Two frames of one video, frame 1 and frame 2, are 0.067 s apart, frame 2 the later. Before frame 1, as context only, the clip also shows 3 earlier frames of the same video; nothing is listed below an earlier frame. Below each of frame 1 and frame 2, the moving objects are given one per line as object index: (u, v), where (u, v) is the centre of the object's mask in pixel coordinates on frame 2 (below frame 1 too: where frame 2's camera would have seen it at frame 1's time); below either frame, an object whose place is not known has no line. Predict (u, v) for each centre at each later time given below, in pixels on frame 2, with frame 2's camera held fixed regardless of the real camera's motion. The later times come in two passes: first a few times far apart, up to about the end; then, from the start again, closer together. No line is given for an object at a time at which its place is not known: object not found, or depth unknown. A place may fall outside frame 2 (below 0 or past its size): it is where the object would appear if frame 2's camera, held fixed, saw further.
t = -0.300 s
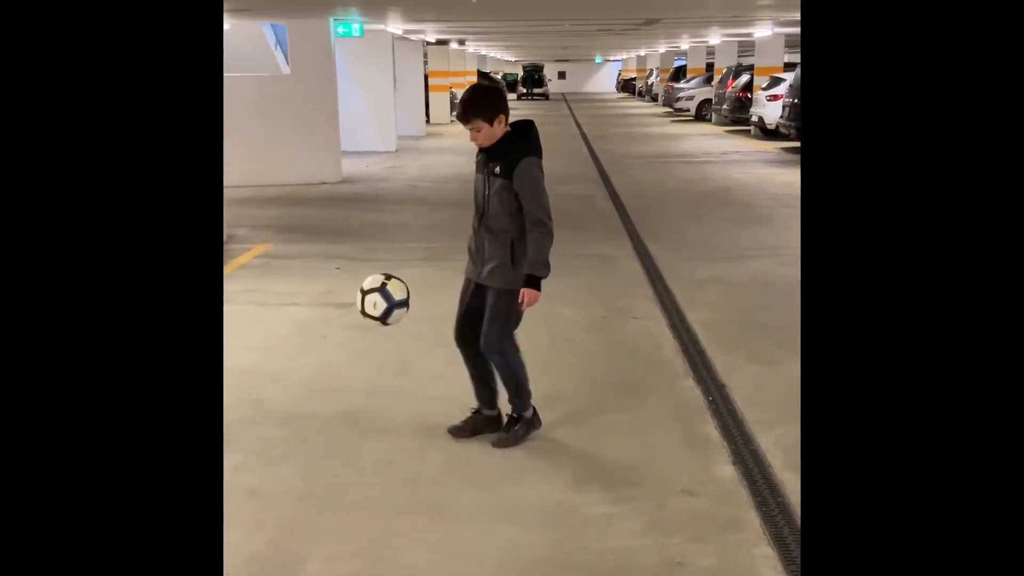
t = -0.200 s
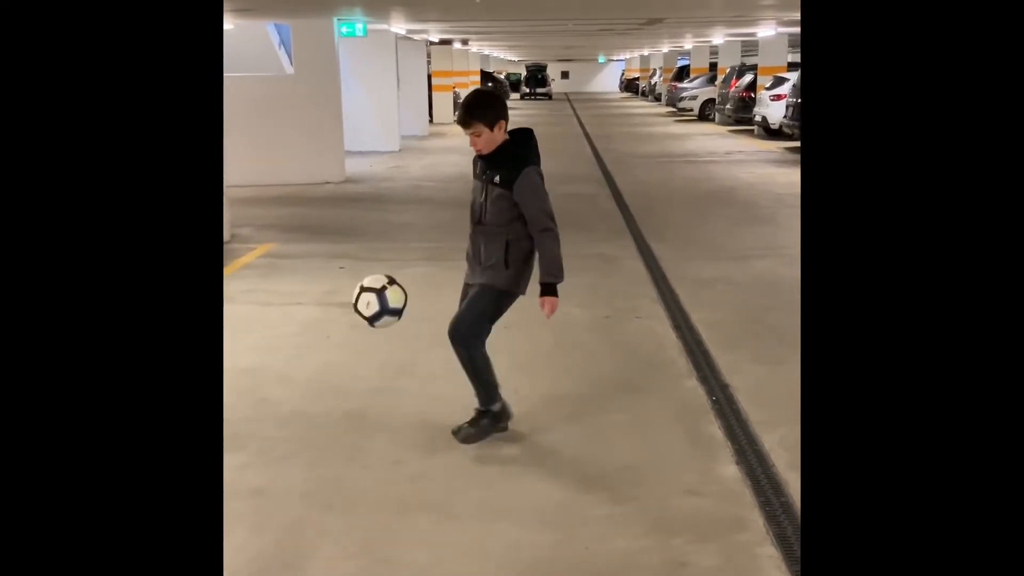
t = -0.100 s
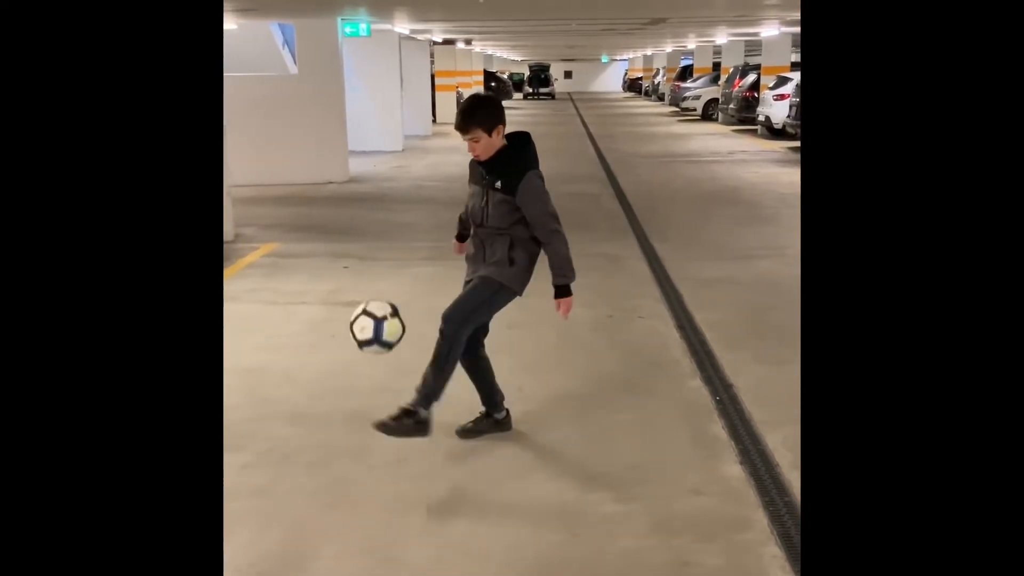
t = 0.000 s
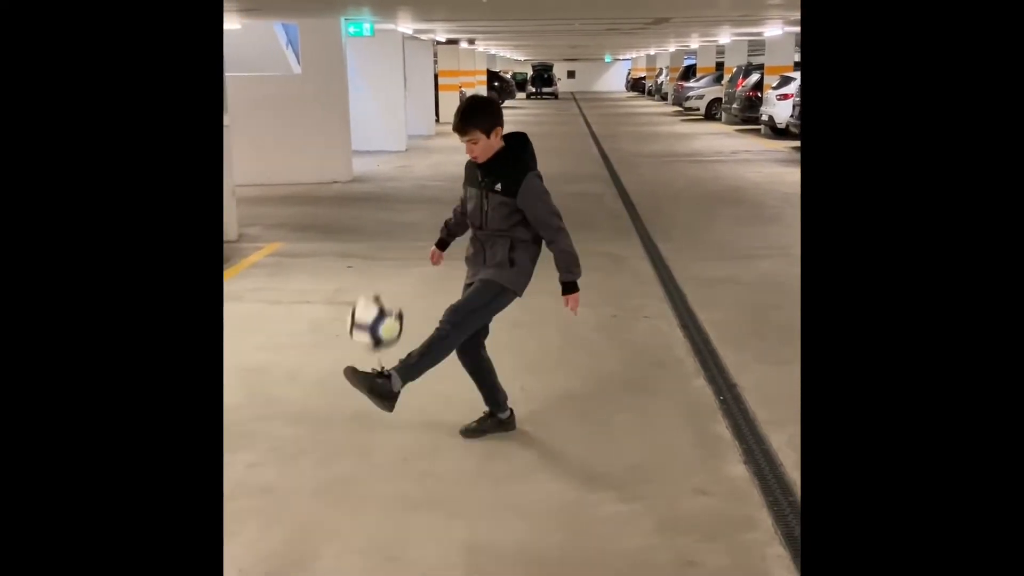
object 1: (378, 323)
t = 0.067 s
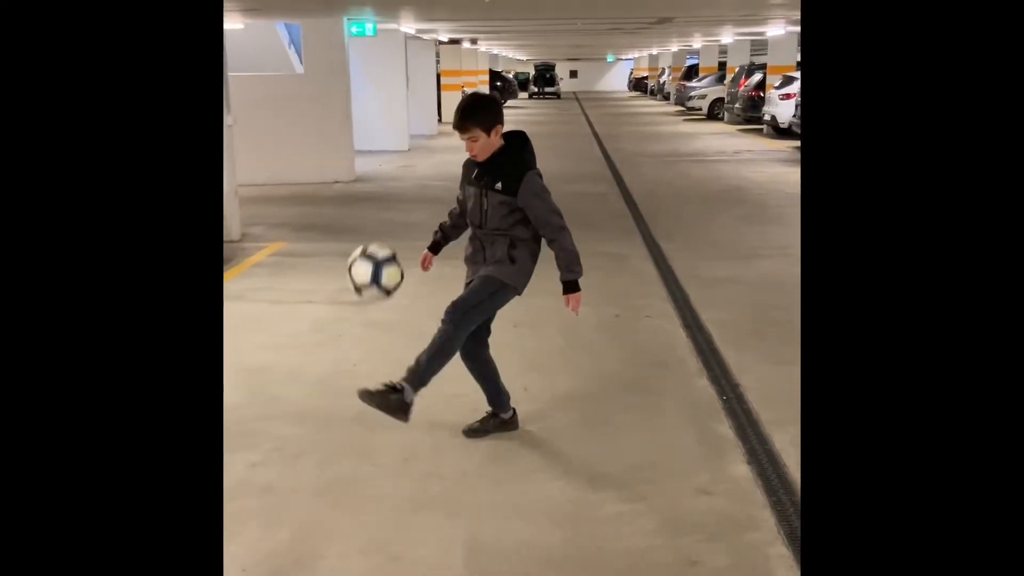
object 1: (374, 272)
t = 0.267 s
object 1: (368, 187)
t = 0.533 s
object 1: (363, 235)
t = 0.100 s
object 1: (373, 250)
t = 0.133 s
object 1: (372, 232)
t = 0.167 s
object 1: (371, 217)
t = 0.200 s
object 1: (369, 205)
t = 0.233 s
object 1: (369, 194)
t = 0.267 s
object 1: (368, 187)
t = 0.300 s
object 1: (367, 184)
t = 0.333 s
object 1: (366, 183)
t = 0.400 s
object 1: (365, 189)
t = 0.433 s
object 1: (364, 196)
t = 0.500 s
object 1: (364, 218)
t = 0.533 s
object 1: (363, 235)
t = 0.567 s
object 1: (363, 253)
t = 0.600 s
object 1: (363, 277)
